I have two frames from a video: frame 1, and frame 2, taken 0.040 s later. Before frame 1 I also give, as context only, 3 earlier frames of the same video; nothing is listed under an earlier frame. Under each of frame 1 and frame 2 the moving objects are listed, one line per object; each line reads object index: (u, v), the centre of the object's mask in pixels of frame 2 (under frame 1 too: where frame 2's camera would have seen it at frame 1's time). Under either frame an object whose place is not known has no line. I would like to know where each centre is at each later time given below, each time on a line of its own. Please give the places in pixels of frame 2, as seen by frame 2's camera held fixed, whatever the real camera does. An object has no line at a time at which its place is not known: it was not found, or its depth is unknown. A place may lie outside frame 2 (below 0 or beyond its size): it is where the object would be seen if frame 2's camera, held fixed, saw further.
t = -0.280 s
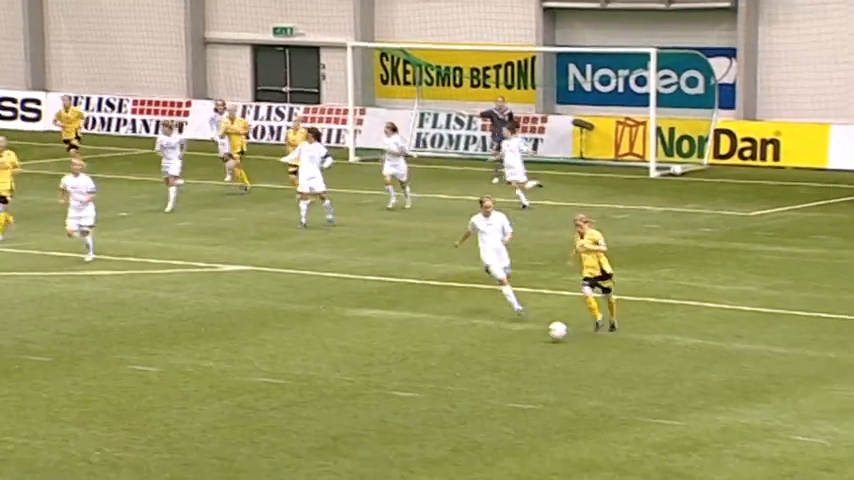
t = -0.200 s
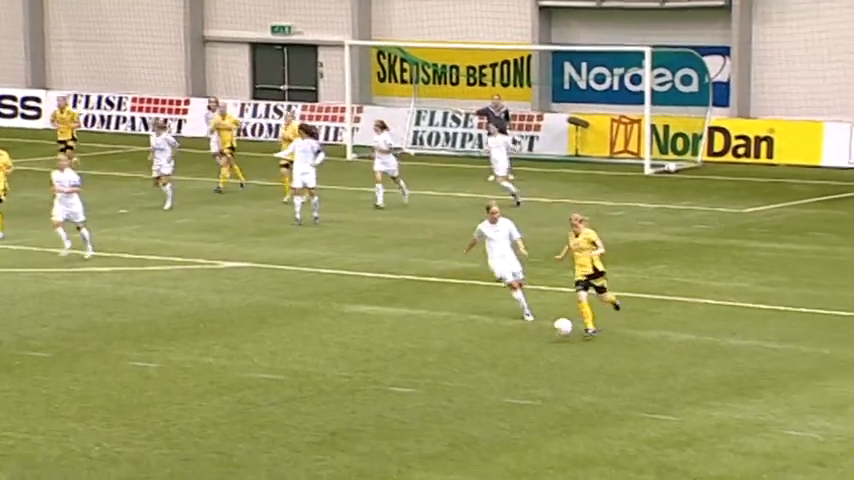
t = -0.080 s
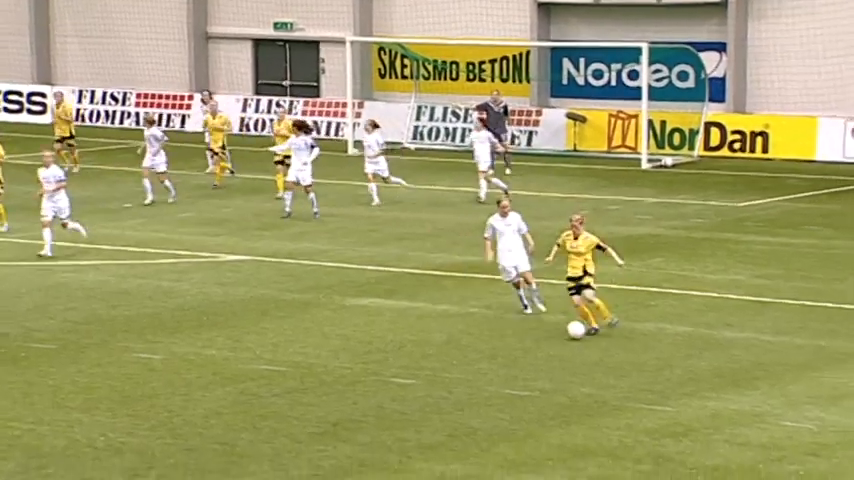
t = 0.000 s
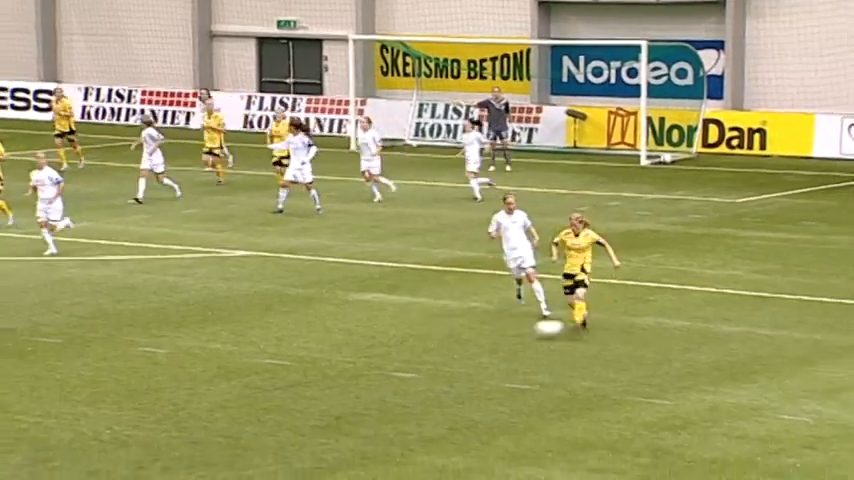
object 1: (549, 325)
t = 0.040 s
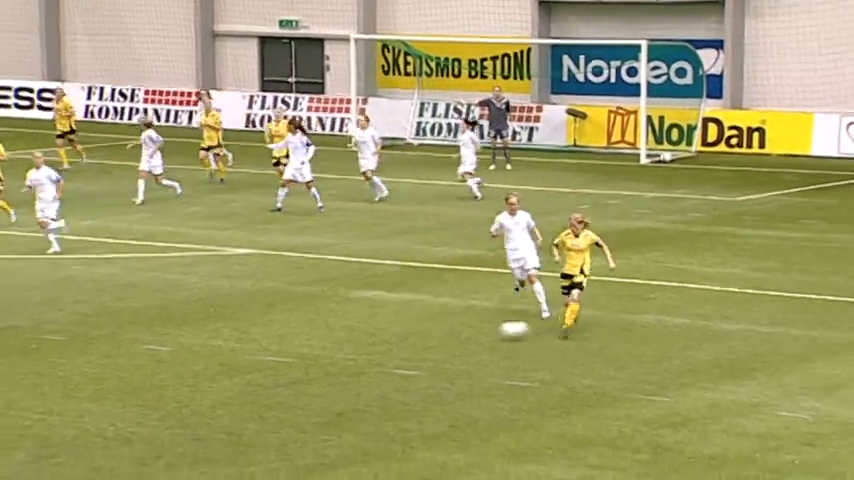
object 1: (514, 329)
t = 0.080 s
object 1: (478, 334)
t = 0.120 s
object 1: (444, 337)
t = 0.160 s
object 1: (412, 340)
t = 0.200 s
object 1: (380, 343)
